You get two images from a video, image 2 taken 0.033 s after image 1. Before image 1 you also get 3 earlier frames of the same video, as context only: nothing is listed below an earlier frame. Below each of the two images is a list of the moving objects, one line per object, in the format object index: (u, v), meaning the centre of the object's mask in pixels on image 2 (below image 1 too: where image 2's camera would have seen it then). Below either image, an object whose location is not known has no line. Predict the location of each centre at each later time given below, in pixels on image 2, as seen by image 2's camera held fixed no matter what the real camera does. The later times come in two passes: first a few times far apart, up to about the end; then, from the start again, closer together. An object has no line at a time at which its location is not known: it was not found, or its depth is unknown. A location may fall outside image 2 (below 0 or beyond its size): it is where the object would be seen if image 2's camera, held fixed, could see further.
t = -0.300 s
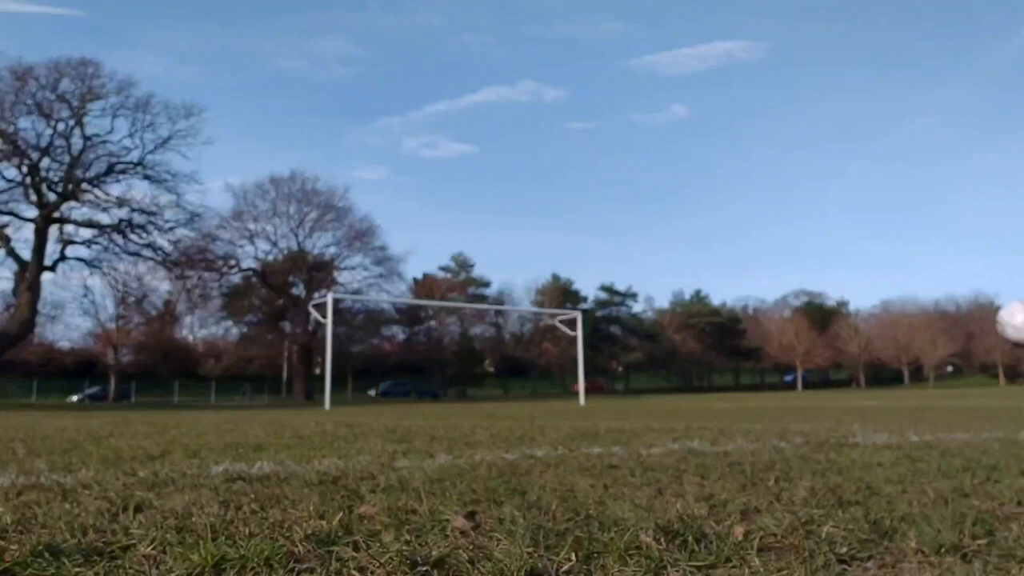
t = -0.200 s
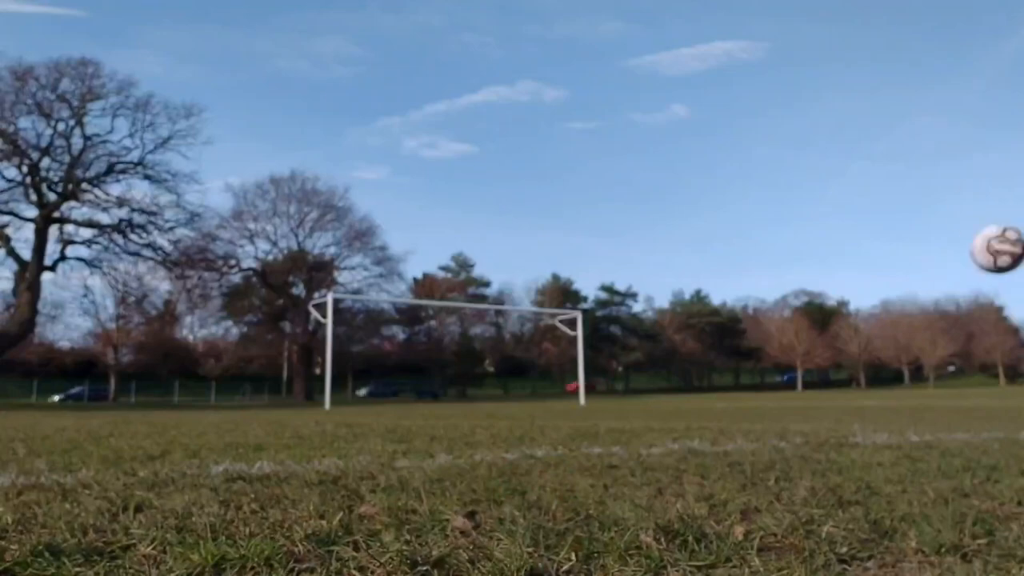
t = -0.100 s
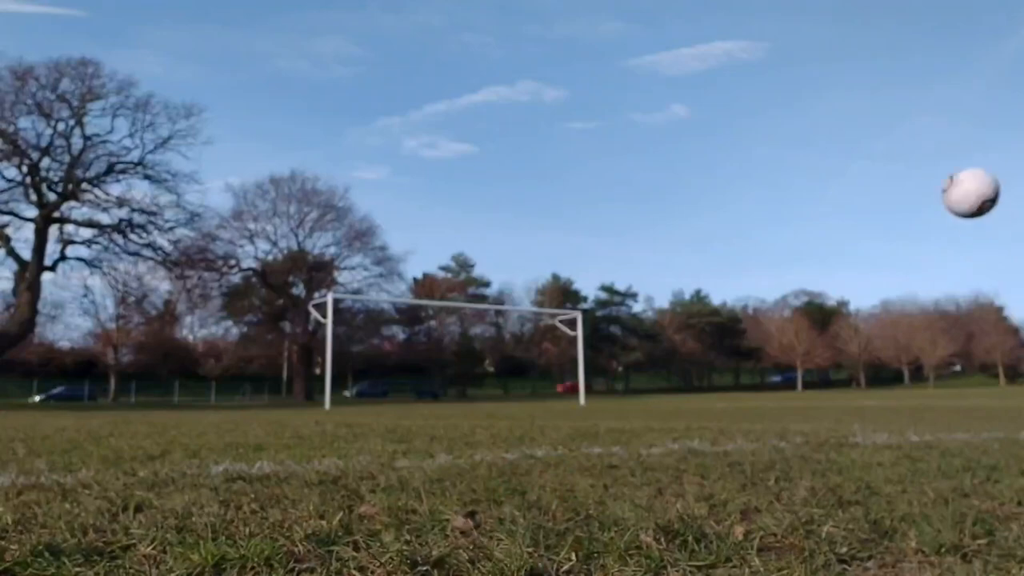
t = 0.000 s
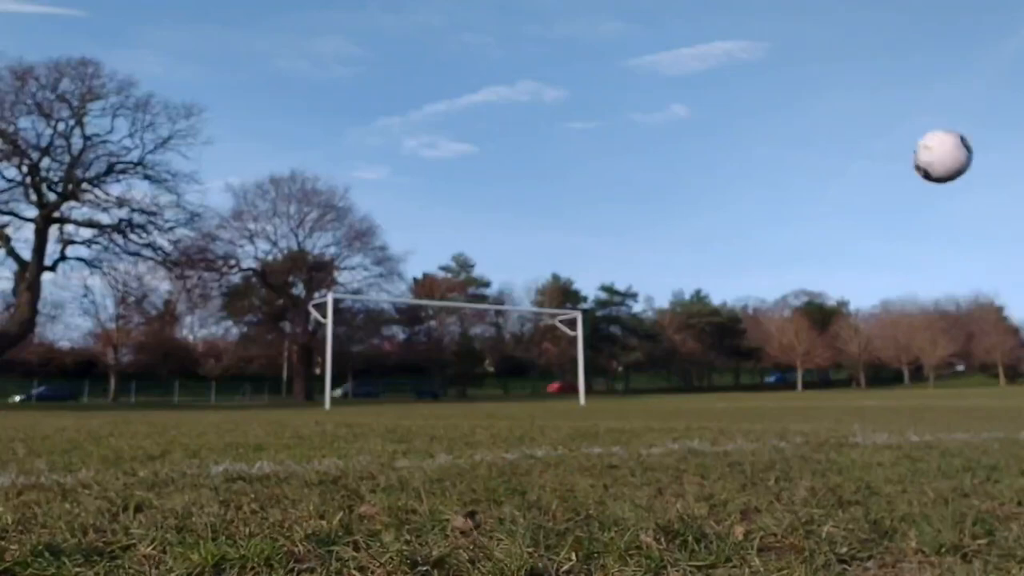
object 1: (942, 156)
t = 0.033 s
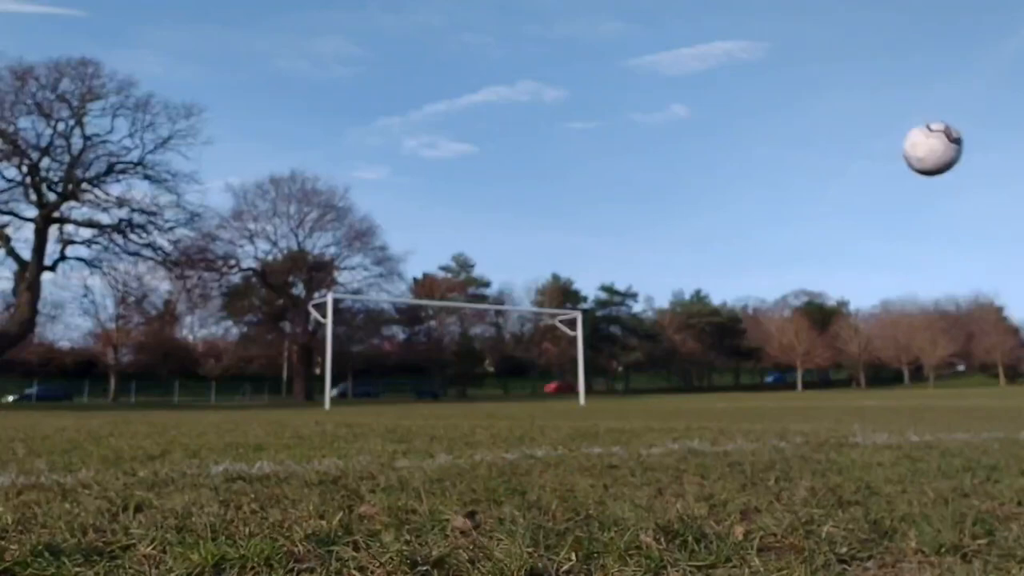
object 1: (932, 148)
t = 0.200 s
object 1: (882, 145)
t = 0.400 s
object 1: (813, 245)
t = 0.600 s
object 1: (728, 374)
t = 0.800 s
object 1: (622, 237)
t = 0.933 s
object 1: (536, 208)
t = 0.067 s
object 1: (922, 142)
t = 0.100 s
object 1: (913, 139)
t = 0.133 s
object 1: (903, 138)
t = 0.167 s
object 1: (892, 140)
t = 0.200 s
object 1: (882, 145)
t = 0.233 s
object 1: (871, 152)
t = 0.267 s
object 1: (860, 164)
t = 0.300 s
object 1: (849, 179)
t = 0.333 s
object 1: (838, 197)
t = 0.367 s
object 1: (826, 219)
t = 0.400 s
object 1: (813, 245)
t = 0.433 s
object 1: (801, 276)
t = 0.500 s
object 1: (772, 350)
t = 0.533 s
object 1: (759, 398)
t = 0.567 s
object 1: (744, 406)
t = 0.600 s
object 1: (728, 374)
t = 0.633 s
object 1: (712, 344)
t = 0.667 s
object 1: (695, 318)
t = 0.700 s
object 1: (678, 295)
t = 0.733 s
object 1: (661, 273)
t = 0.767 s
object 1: (641, 253)
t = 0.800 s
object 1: (622, 237)
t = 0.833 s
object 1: (602, 225)
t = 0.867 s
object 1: (581, 215)
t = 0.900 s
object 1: (559, 209)
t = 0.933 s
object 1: (536, 208)
